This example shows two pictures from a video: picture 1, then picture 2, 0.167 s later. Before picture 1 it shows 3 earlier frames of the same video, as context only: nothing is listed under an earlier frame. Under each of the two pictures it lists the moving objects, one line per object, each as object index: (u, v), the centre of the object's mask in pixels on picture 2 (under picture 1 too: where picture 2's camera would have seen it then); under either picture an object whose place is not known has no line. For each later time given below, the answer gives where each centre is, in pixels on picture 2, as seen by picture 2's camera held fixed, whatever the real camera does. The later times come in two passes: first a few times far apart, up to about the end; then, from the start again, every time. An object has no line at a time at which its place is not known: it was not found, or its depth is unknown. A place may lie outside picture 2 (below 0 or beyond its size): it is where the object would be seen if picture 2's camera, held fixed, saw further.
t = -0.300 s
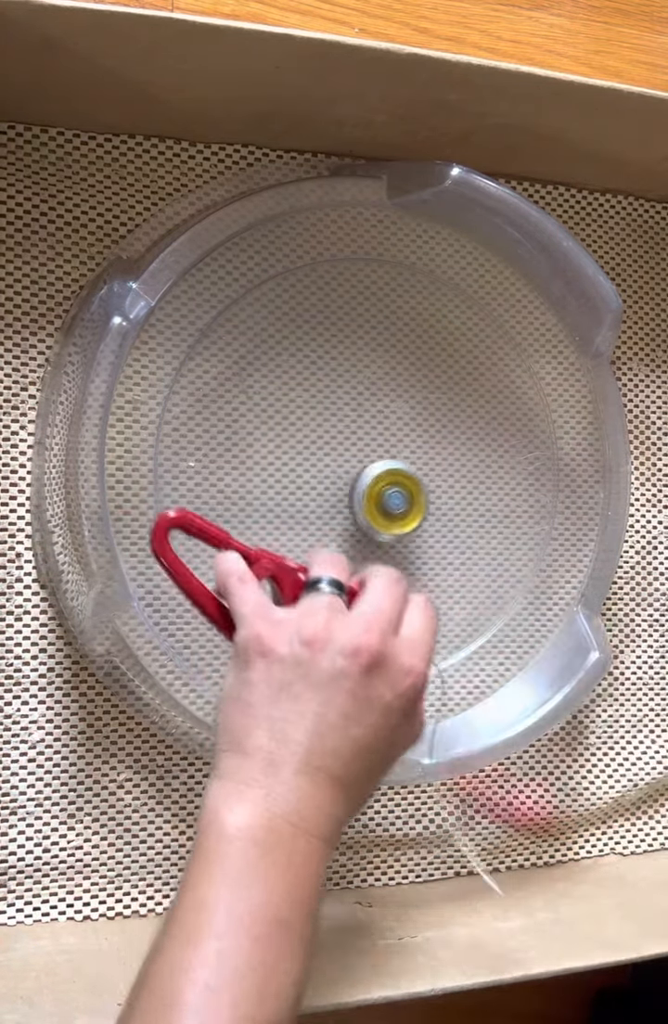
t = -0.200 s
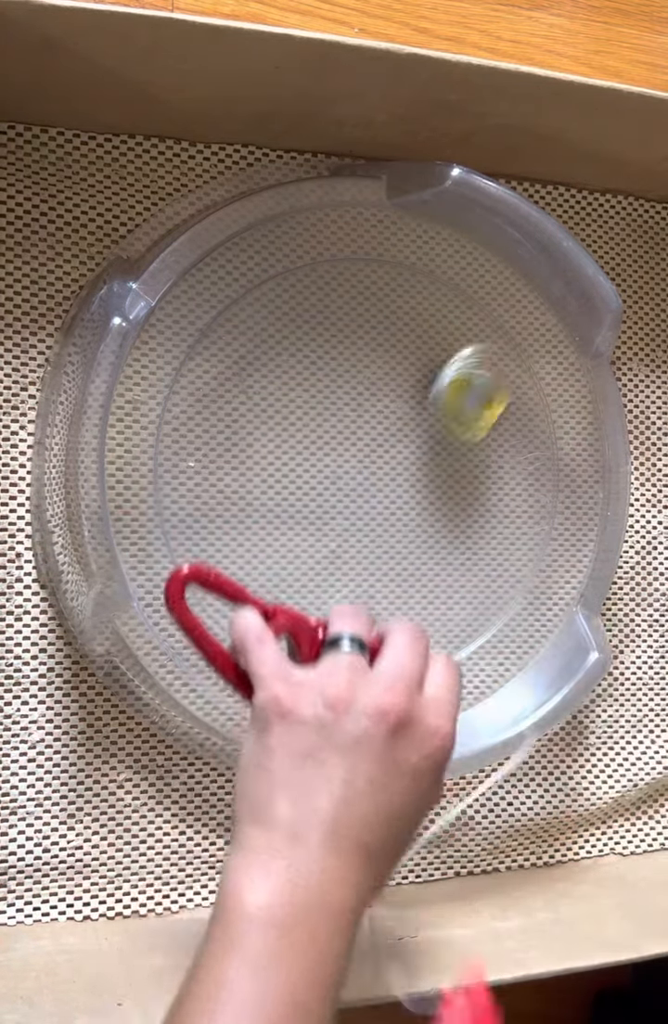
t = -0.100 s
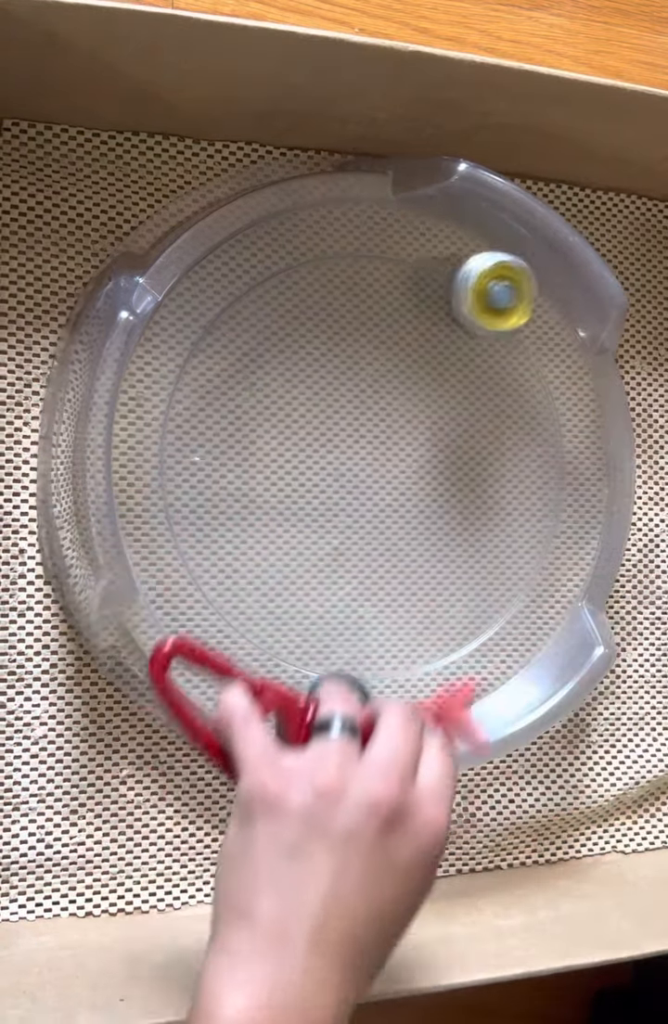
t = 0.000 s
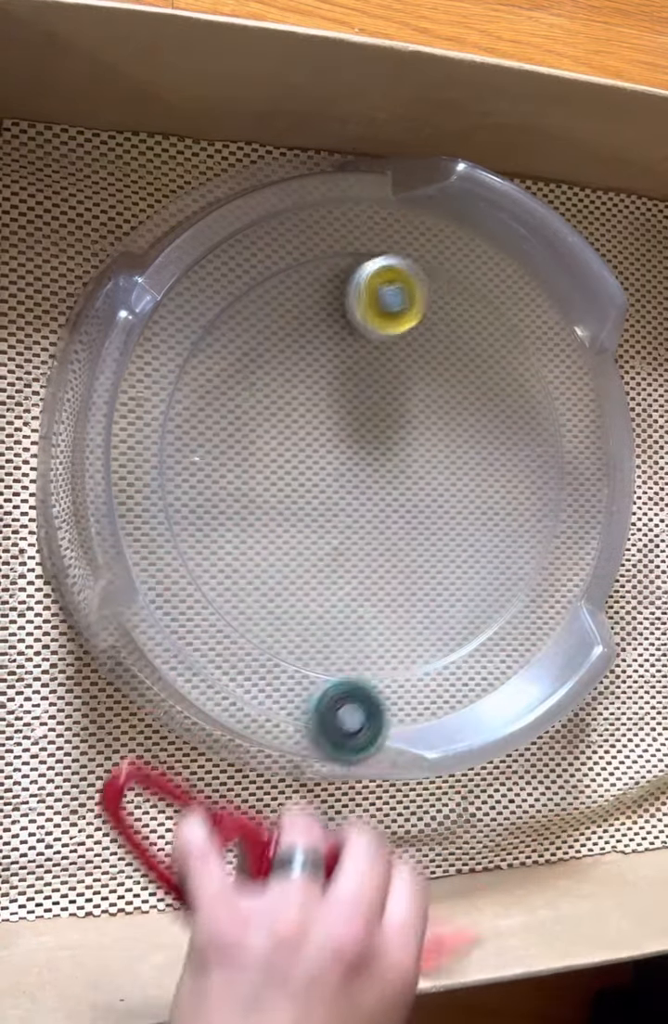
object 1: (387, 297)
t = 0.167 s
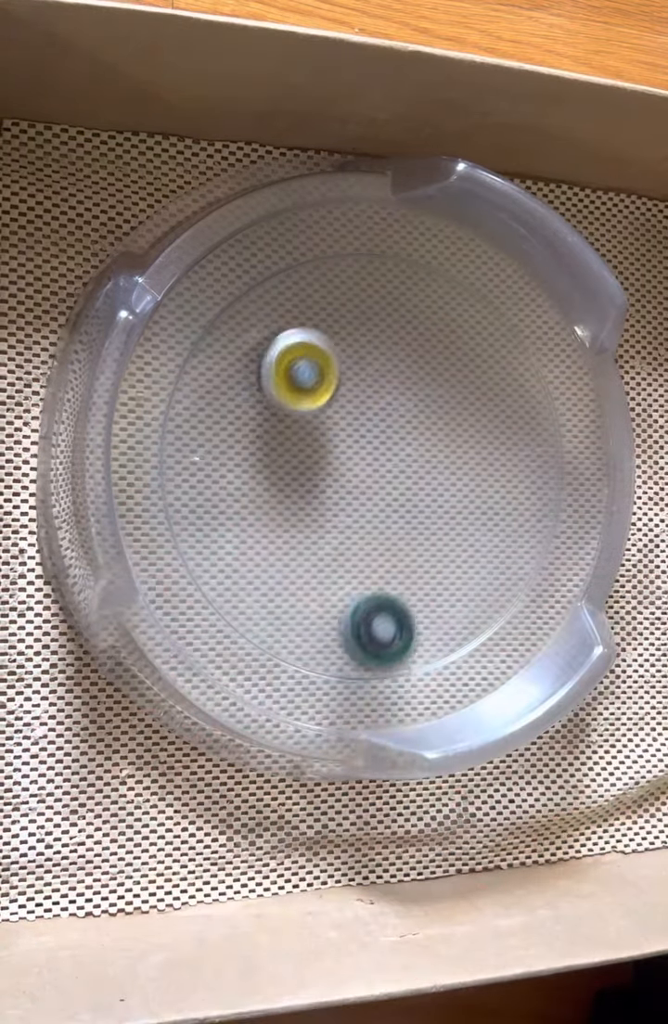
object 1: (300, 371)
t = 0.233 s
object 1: (293, 409)
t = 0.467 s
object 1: (277, 406)
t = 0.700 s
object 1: (316, 467)
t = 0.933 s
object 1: (425, 283)
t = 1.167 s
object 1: (357, 323)
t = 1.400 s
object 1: (392, 310)
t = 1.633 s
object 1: (375, 369)
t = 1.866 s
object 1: (404, 421)
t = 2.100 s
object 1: (498, 323)
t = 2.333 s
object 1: (429, 372)
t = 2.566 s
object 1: (477, 398)
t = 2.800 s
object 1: (471, 417)
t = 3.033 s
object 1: (405, 472)
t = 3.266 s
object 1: (571, 510)
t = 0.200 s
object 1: (294, 390)
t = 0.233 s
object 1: (293, 409)
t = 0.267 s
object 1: (296, 428)
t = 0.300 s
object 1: (299, 443)
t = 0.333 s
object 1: (289, 428)
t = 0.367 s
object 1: (281, 416)
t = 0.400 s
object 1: (277, 407)
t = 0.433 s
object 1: (276, 404)
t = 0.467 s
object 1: (277, 406)
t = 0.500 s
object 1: (280, 412)
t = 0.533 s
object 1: (283, 421)
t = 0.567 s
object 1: (287, 432)
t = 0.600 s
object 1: (292, 443)
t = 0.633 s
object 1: (299, 452)
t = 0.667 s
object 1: (307, 461)
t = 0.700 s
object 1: (316, 467)
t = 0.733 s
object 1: (327, 471)
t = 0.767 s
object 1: (338, 473)
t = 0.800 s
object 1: (348, 472)
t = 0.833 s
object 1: (361, 455)
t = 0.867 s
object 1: (385, 388)
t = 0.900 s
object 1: (407, 331)
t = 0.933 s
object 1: (425, 283)
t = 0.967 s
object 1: (436, 248)
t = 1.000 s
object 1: (430, 246)
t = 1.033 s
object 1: (414, 260)
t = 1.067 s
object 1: (398, 274)
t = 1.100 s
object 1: (383, 289)
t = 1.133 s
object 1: (370, 304)
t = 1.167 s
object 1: (357, 323)
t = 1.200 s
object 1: (354, 332)
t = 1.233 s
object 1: (368, 318)
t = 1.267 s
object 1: (379, 310)
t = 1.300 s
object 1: (387, 305)
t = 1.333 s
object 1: (391, 304)
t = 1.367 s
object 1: (392, 306)
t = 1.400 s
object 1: (392, 310)
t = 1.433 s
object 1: (390, 315)
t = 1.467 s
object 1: (387, 322)
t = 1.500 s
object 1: (384, 330)
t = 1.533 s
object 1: (381, 339)
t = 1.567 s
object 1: (378, 349)
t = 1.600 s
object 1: (376, 358)
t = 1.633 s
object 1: (375, 369)
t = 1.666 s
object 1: (375, 379)
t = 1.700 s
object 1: (377, 389)
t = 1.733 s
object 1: (378, 397)
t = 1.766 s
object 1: (381, 405)
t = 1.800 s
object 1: (387, 413)
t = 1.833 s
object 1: (393, 421)
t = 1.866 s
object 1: (404, 421)
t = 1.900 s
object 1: (436, 392)
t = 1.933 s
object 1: (463, 369)
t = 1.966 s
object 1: (485, 351)
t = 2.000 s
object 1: (501, 338)
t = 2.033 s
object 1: (510, 328)
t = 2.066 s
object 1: (509, 324)
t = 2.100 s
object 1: (498, 323)
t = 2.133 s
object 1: (488, 324)
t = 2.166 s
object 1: (477, 327)
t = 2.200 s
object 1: (468, 332)
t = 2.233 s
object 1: (457, 339)
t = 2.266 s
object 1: (446, 348)
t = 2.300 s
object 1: (438, 359)
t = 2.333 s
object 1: (429, 372)
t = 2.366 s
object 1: (420, 385)
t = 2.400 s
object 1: (414, 398)
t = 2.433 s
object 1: (408, 411)
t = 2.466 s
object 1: (408, 422)
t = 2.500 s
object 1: (434, 412)
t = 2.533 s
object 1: (457, 404)
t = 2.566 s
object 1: (477, 398)
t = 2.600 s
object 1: (493, 395)
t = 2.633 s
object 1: (503, 396)
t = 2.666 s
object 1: (504, 399)
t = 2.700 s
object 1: (501, 402)
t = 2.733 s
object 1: (492, 407)
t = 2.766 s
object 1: (481, 412)
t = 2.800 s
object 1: (471, 417)
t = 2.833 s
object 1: (458, 425)
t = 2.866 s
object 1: (448, 431)
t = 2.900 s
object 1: (437, 439)
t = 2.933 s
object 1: (427, 448)
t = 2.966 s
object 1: (419, 456)
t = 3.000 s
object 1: (411, 463)
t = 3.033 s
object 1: (405, 472)
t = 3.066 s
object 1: (399, 480)
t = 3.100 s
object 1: (392, 489)
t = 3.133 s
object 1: (385, 498)
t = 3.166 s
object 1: (380, 506)
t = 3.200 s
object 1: (434, 509)
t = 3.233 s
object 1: (508, 510)
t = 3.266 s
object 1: (571, 510)
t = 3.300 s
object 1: (612, 502)
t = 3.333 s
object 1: (638, 493)
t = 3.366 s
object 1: (646, 484)
